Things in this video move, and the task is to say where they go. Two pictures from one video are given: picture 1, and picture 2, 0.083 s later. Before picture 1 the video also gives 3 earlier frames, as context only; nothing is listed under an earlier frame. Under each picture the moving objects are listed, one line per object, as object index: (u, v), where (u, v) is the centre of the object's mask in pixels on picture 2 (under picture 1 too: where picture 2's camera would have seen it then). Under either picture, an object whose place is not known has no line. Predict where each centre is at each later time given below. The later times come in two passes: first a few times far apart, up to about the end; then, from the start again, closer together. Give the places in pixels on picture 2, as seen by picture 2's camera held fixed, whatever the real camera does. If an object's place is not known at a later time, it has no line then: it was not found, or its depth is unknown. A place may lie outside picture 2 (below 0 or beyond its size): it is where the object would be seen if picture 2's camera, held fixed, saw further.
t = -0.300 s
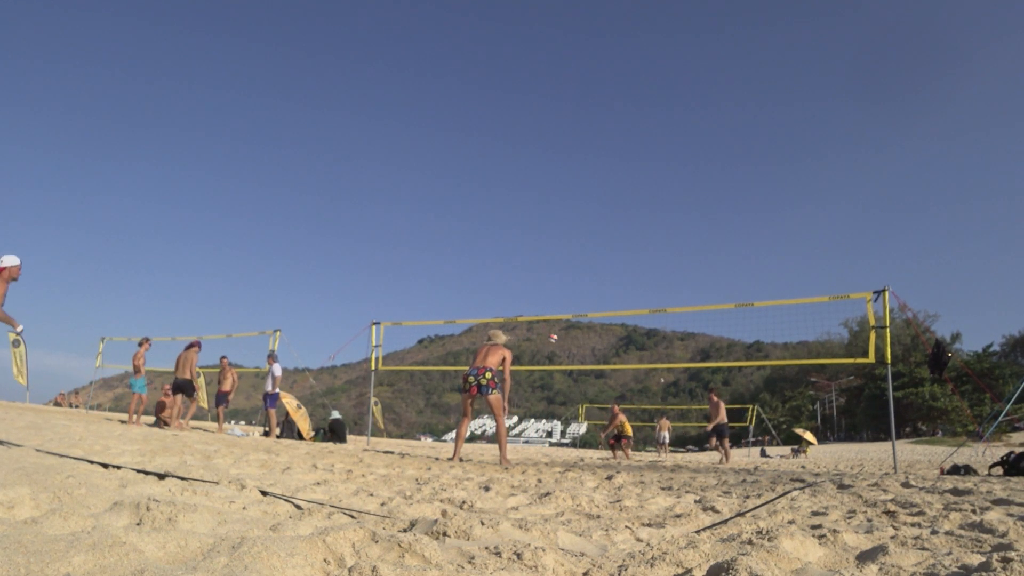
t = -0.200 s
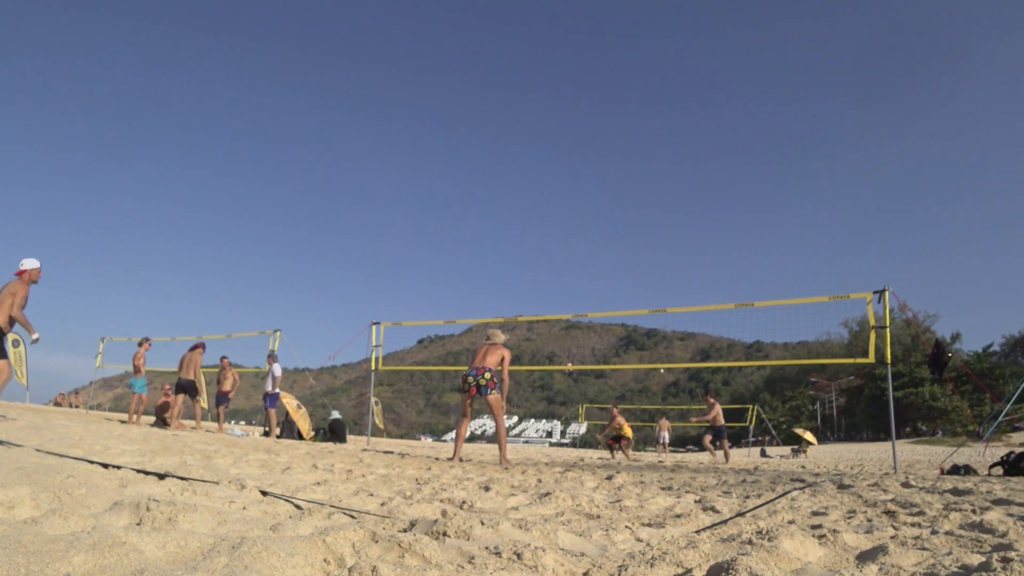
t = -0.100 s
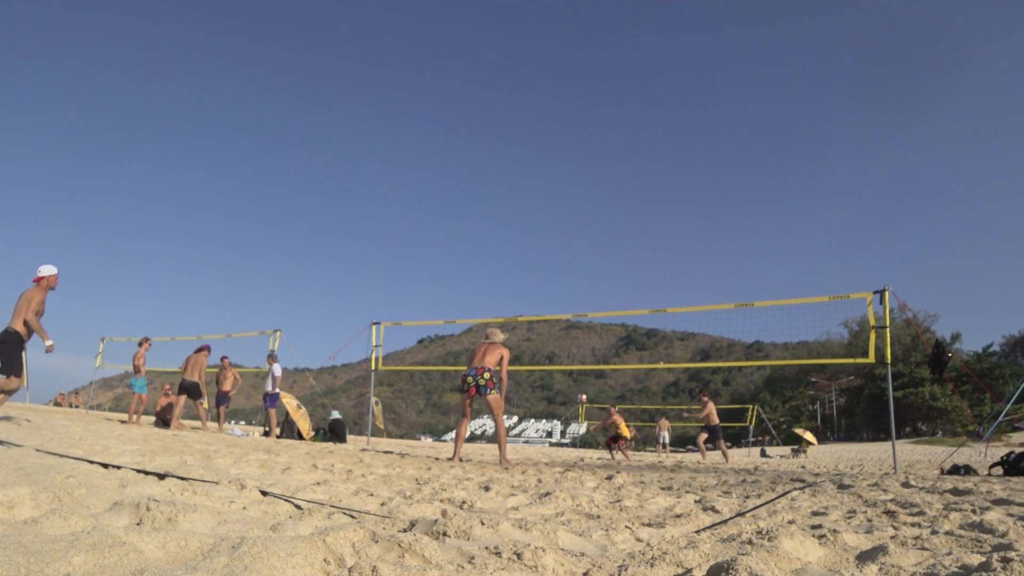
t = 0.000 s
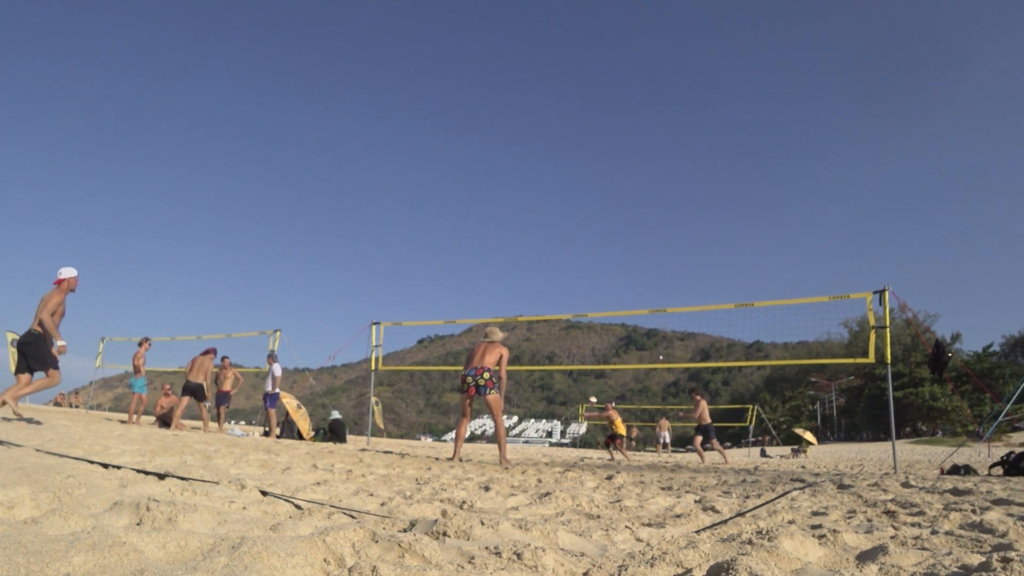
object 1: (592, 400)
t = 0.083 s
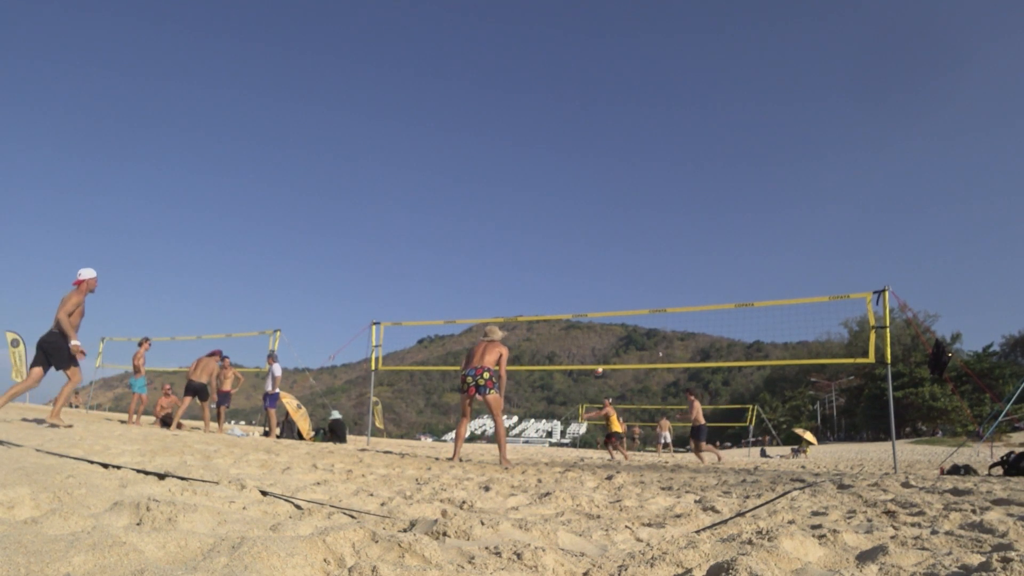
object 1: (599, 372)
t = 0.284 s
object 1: (614, 307)
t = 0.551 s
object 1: (638, 246)
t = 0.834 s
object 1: (666, 211)
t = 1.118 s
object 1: (700, 212)
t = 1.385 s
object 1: (737, 252)
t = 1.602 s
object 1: (772, 324)
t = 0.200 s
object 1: (608, 331)
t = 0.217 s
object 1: (610, 327)
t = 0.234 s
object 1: (610, 322)
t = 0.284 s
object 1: (614, 307)
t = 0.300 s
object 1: (616, 303)
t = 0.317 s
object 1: (617, 299)
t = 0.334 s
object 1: (618, 294)
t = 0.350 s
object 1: (619, 290)
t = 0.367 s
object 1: (621, 285)
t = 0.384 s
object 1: (623, 282)
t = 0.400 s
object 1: (624, 278)
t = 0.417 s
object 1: (626, 274)
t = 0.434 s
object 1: (627, 270)
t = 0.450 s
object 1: (628, 266)
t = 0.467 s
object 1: (630, 262)
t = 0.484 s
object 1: (632, 259)
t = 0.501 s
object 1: (633, 256)
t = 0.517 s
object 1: (635, 253)
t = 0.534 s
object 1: (636, 250)
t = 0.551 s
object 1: (638, 246)
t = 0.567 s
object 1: (639, 244)
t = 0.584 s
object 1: (641, 241)
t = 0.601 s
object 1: (642, 238)
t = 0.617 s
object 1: (644, 235)
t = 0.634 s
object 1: (645, 232)
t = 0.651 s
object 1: (648, 230)
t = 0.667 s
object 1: (649, 228)
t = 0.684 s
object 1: (651, 226)
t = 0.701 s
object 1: (652, 224)
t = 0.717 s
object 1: (654, 222)
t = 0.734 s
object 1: (656, 220)
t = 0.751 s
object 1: (658, 219)
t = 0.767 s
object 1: (659, 217)
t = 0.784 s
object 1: (661, 216)
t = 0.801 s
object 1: (663, 214)
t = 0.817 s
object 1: (664, 213)
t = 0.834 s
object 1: (666, 211)
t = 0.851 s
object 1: (669, 211)
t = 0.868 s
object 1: (670, 210)
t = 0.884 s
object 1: (672, 209)
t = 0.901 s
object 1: (674, 209)
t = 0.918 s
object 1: (676, 208)
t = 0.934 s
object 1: (678, 208)
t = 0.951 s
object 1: (680, 208)
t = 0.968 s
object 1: (681, 207)
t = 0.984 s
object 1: (683, 207)
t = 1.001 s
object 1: (685, 207)
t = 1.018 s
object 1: (688, 207)
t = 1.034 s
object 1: (690, 208)
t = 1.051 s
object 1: (692, 209)
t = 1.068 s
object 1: (693, 209)
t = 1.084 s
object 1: (695, 210)
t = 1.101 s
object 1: (697, 211)
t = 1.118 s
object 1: (700, 212)
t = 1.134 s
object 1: (702, 213)
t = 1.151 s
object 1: (704, 215)
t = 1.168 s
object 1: (707, 216)
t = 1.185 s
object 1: (709, 218)
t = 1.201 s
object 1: (711, 219)
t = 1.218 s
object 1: (714, 222)
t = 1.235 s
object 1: (716, 224)
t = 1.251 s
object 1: (718, 226)
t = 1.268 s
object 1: (720, 229)
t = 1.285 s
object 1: (722, 232)
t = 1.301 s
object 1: (725, 235)
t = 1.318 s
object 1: (727, 238)
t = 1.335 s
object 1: (730, 242)
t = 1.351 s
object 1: (732, 245)
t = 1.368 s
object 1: (735, 248)
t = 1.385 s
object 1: (737, 252)
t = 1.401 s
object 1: (740, 256)
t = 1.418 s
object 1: (743, 261)
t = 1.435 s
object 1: (745, 265)
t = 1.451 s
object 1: (747, 270)
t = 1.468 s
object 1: (750, 275)
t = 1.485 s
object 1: (753, 280)
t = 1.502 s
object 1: (756, 286)
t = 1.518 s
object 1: (759, 292)
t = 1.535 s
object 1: (761, 297)
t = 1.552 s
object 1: (764, 302)
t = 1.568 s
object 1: (767, 311)
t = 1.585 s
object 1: (770, 317)
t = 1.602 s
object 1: (772, 324)
